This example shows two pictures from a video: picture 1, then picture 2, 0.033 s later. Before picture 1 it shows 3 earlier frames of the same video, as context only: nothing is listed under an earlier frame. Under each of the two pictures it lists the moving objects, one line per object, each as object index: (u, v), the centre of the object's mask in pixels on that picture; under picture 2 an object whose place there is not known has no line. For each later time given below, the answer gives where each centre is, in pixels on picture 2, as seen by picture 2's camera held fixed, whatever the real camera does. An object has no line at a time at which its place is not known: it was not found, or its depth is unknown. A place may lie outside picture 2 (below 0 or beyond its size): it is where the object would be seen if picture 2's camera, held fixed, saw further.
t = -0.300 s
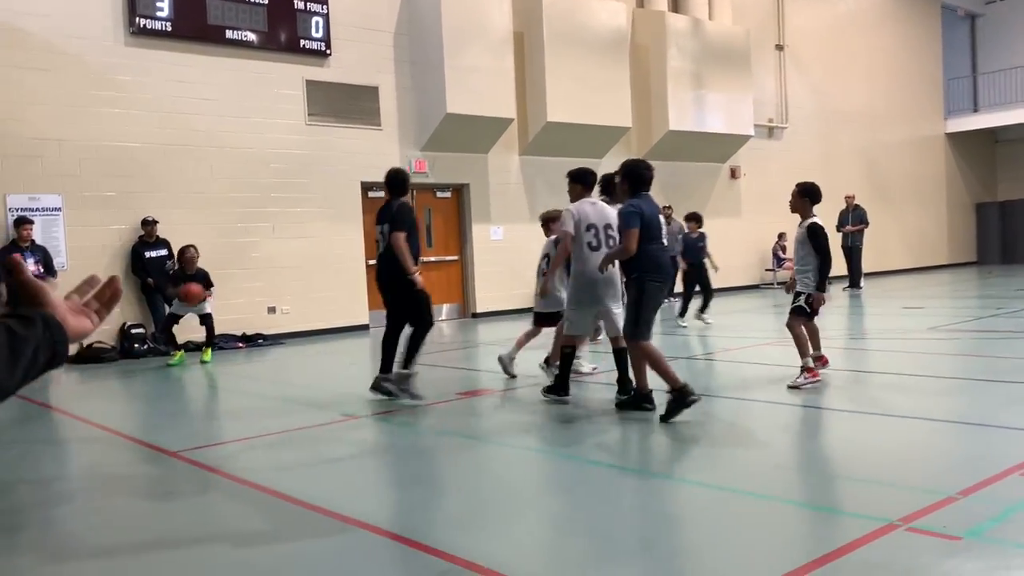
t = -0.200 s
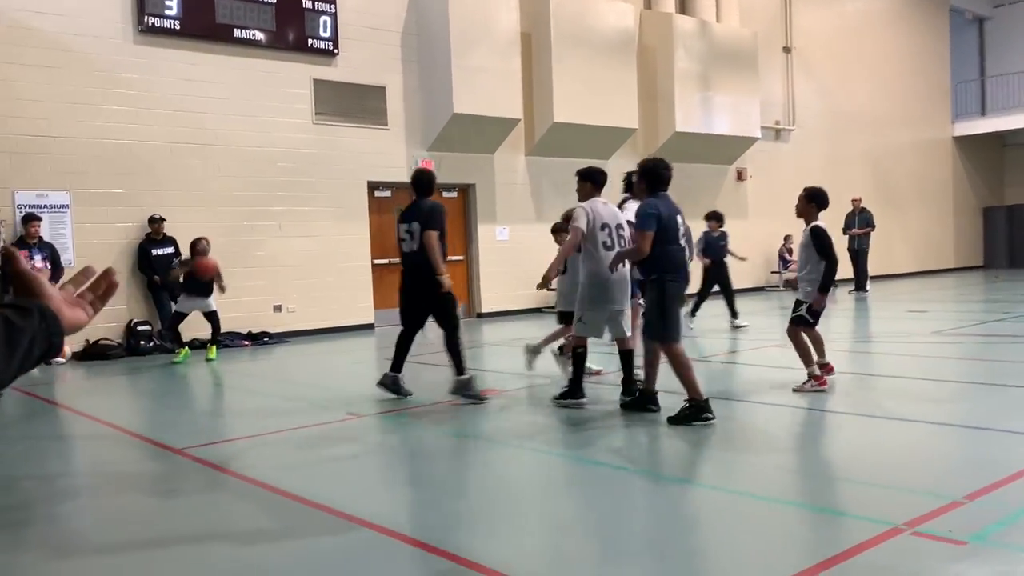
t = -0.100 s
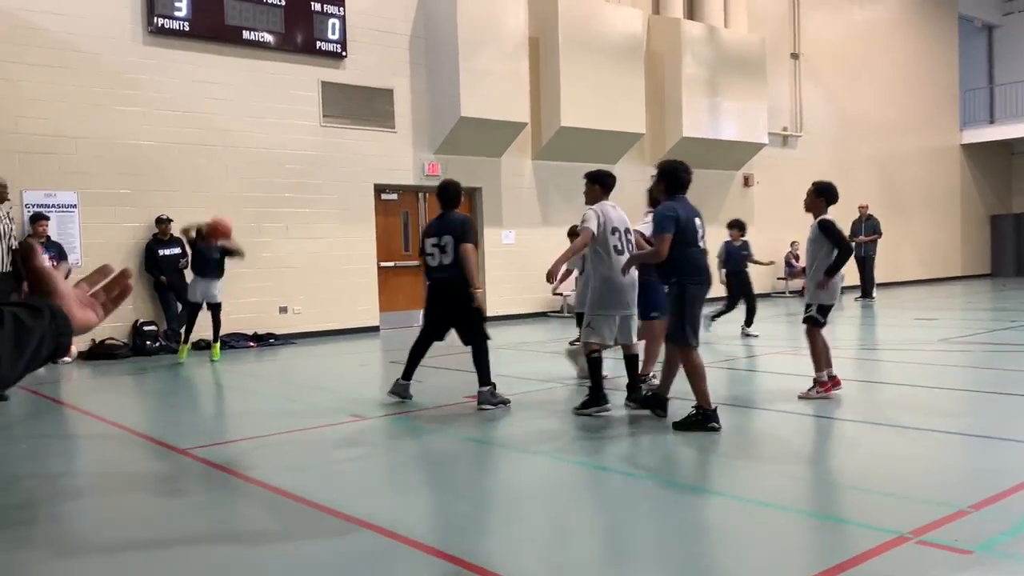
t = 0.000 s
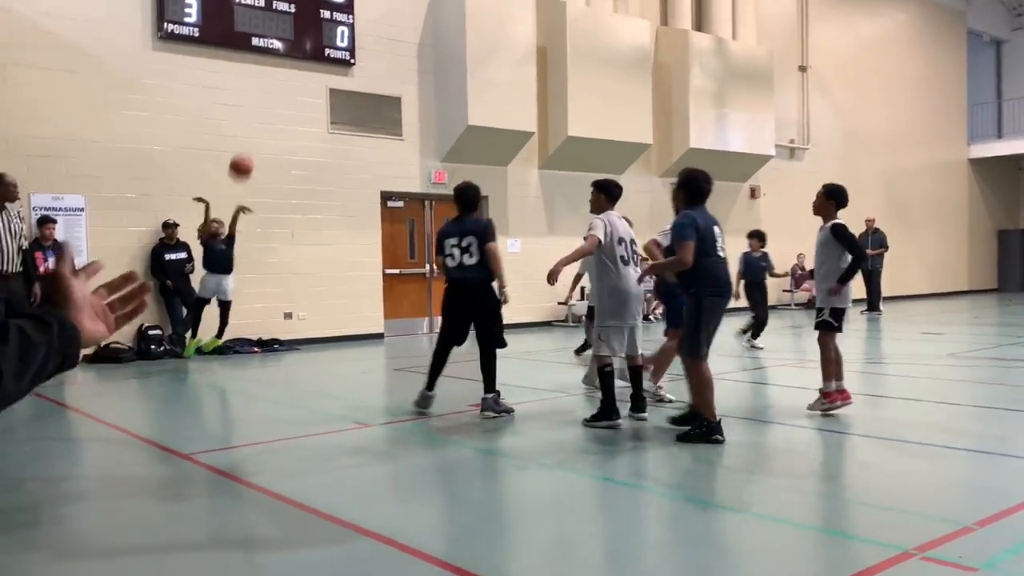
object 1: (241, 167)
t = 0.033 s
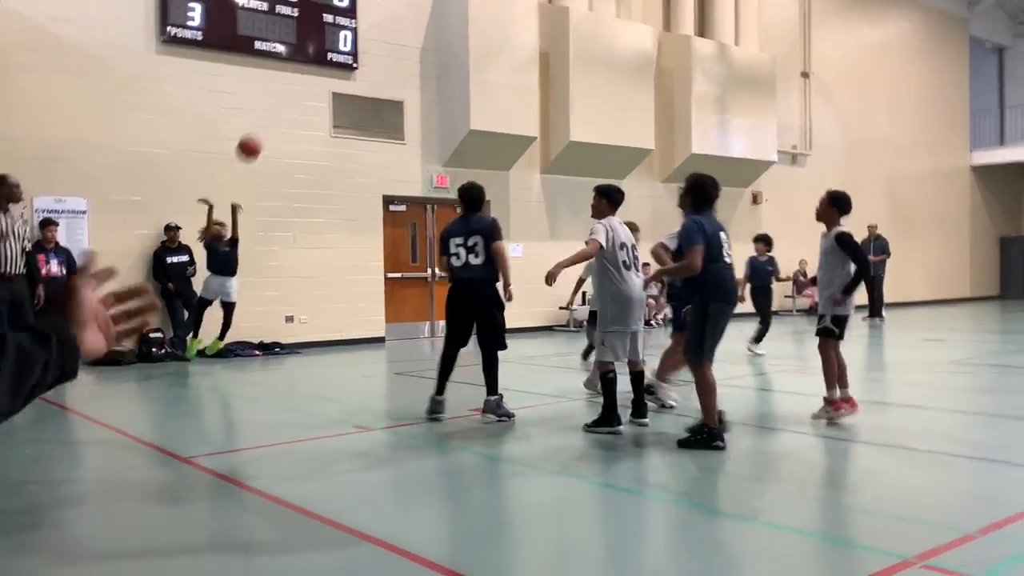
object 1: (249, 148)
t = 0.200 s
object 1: (283, 42)
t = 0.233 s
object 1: (291, 24)
